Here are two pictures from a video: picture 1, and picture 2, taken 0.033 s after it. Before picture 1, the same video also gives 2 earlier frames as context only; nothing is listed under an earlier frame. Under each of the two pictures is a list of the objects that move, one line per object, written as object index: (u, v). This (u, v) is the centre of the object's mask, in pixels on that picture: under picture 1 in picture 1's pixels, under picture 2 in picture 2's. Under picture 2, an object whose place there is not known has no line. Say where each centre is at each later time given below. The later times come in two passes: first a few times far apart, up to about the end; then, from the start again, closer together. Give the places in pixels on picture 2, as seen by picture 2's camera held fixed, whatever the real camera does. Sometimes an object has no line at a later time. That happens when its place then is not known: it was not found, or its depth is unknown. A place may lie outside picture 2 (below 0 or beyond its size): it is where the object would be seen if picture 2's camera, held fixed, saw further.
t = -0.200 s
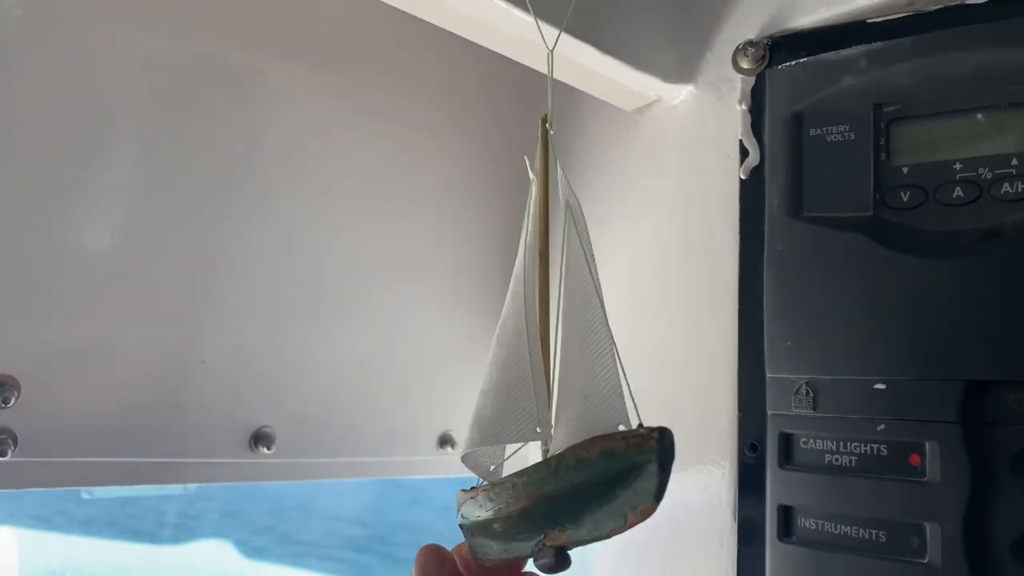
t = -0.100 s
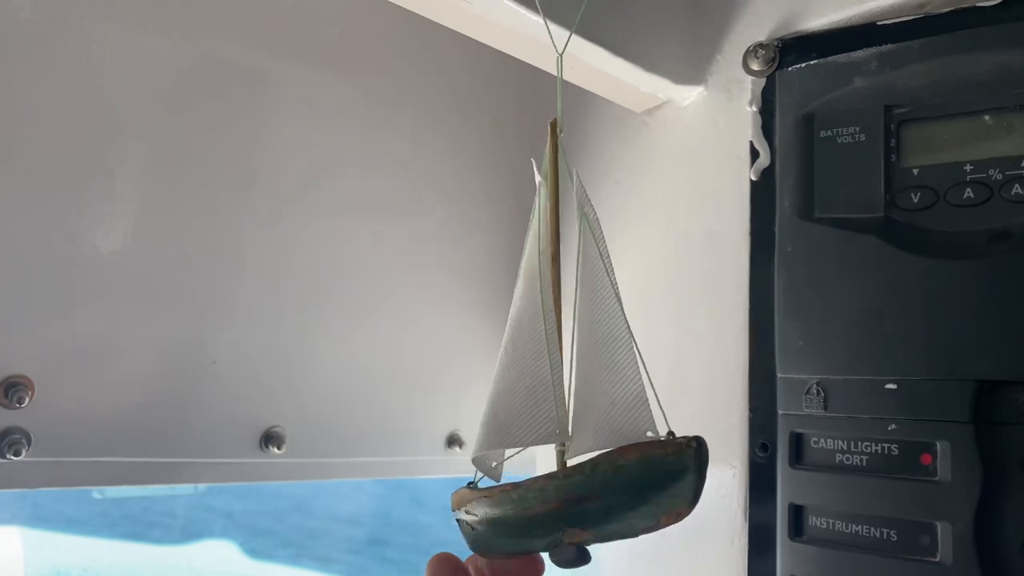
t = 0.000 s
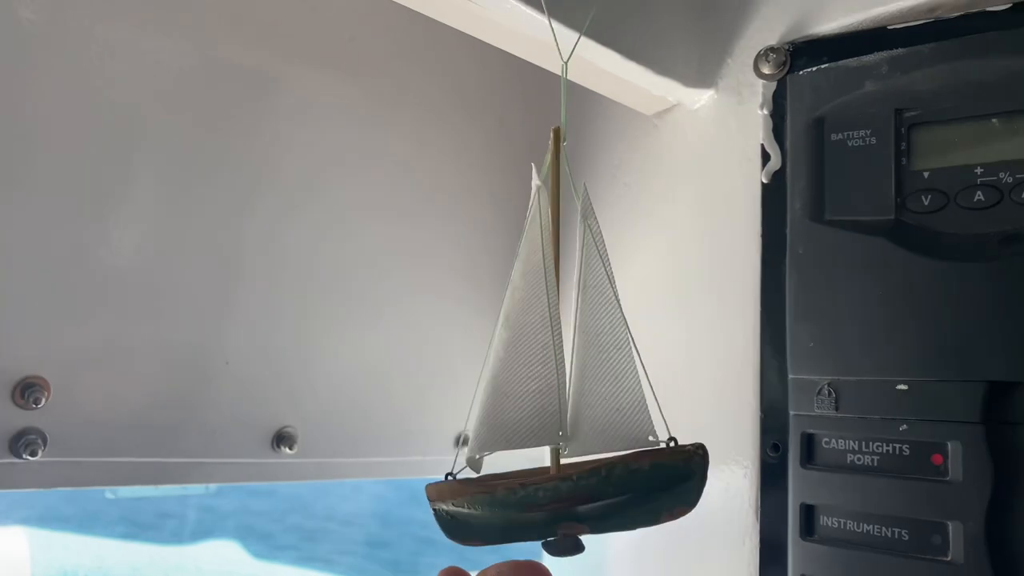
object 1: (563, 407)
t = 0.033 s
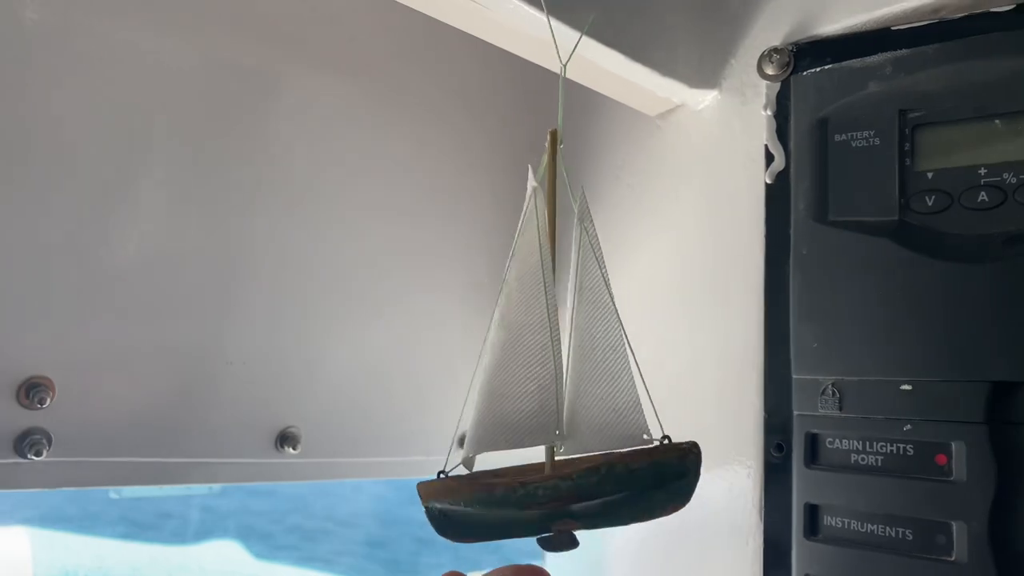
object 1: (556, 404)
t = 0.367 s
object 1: (510, 397)
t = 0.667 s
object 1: (621, 407)
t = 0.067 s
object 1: (546, 400)
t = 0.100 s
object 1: (536, 398)
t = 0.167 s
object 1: (517, 393)
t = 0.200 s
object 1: (509, 392)
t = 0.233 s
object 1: (503, 393)
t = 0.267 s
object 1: (501, 393)
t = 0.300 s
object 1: (500, 394)
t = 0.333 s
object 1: (504, 395)
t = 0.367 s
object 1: (510, 397)
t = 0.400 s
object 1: (518, 398)
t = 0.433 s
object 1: (533, 396)
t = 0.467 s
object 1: (550, 393)
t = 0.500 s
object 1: (567, 393)
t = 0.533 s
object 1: (587, 394)
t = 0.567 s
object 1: (598, 402)
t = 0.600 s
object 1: (609, 405)
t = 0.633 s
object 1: (618, 405)
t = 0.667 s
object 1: (621, 407)
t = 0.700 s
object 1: (620, 409)
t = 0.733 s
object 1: (614, 409)
